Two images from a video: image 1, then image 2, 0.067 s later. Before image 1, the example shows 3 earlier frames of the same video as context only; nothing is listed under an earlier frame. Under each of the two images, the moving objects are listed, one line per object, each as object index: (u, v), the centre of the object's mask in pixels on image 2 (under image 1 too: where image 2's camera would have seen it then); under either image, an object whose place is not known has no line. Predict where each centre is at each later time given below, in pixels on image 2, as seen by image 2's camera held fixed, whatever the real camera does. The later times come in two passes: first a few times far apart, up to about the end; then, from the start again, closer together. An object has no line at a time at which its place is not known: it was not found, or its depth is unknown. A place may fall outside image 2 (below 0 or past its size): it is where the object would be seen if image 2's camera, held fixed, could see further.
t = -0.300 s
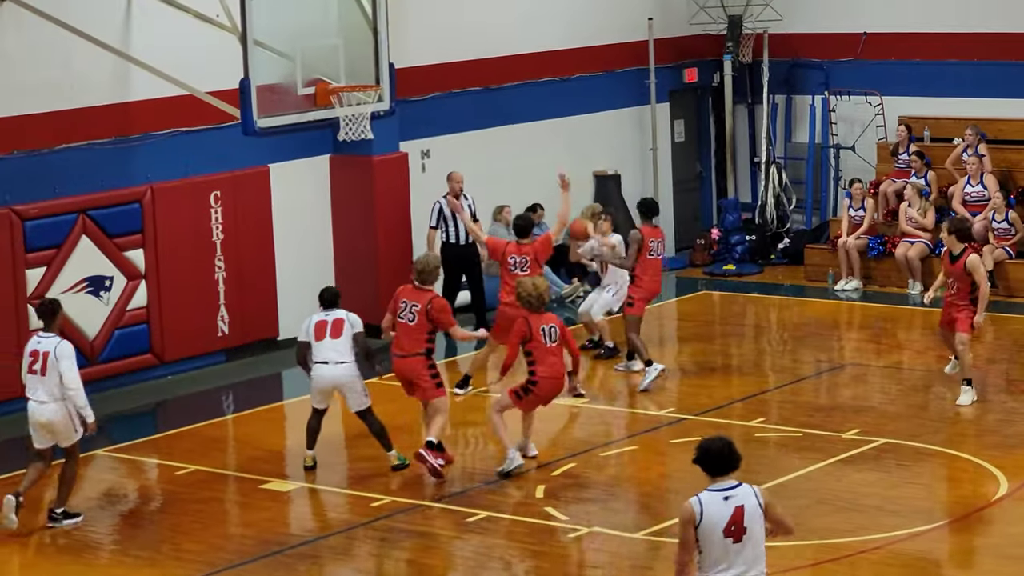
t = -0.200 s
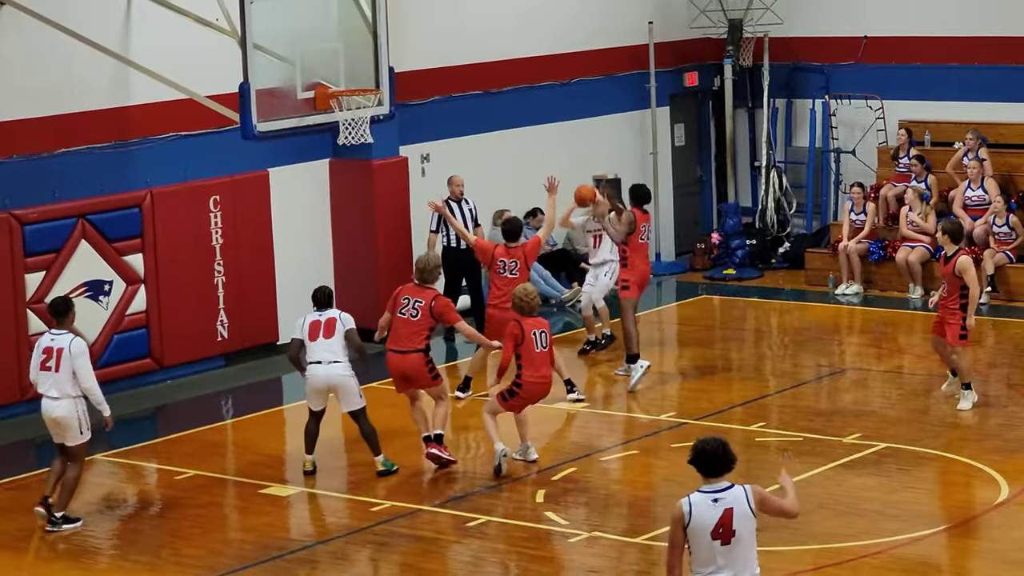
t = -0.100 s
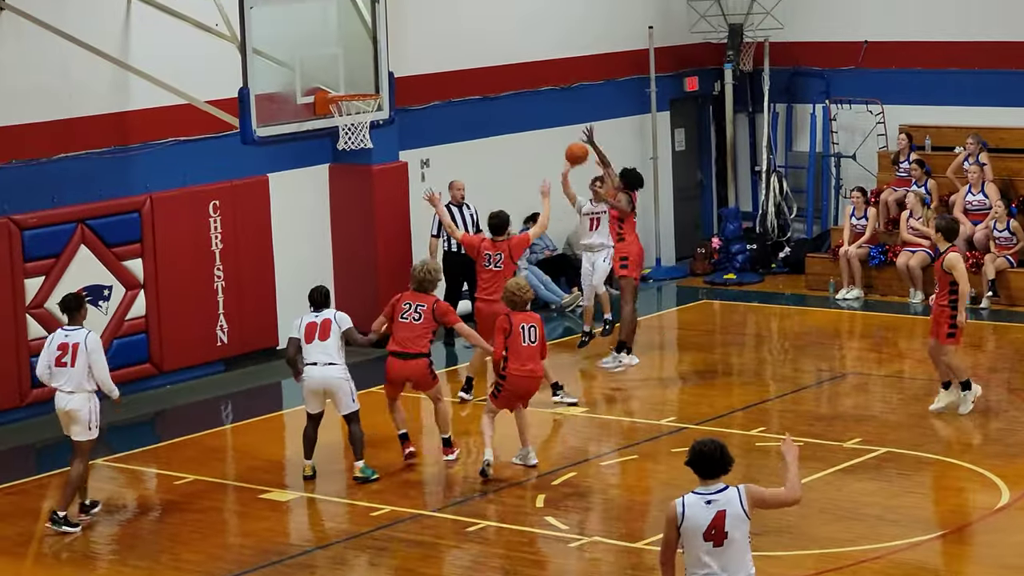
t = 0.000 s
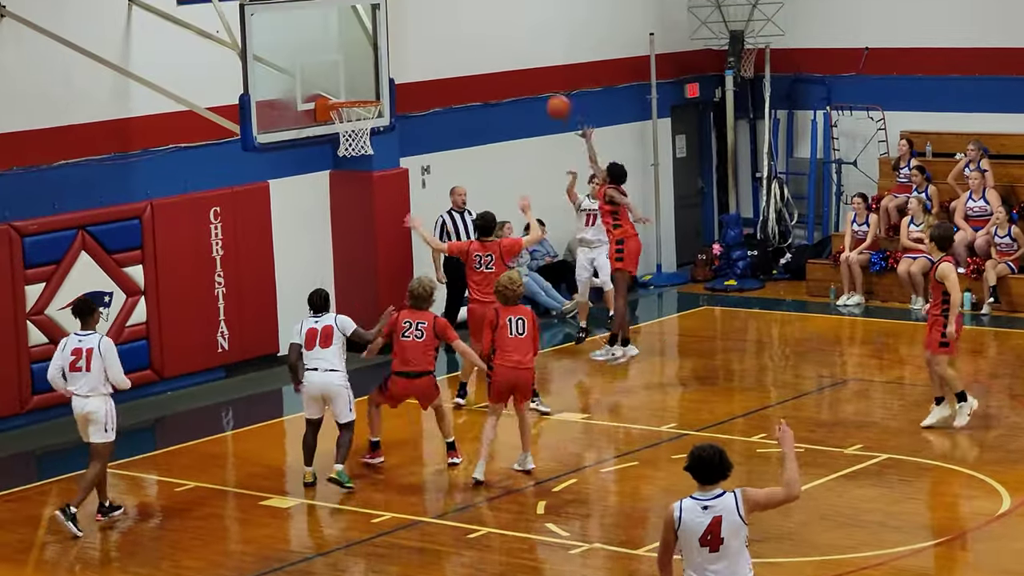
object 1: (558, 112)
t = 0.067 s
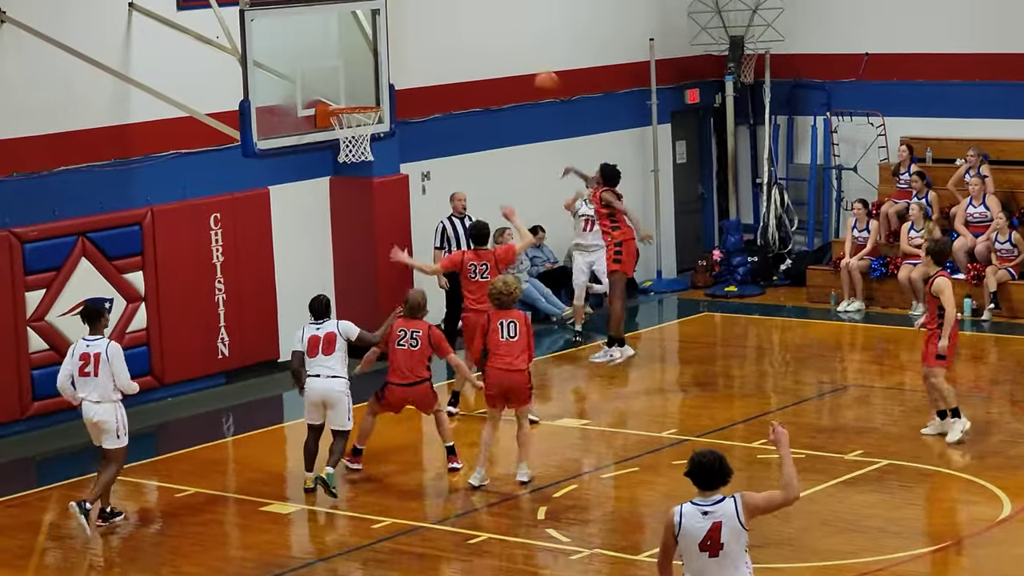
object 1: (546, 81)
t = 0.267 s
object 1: (509, 15)
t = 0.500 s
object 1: (466, -17)
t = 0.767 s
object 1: (418, 19)
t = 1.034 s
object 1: (399, 109)
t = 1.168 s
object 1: (443, 137)
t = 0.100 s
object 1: (540, 67)
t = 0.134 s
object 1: (534, 56)
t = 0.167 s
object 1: (528, 45)
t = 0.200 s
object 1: (521, 34)
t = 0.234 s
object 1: (515, 24)
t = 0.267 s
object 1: (509, 15)
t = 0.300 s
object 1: (503, 7)
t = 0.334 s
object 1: (497, 0)
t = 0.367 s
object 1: (491, -5)
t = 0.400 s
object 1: (485, -10)
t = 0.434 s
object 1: (479, -13)
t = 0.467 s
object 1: (472, -15)
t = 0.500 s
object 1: (466, -17)
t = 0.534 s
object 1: (460, -16)
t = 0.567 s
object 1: (454, -15)
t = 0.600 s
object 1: (448, -12)
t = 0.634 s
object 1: (442, -9)
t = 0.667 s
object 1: (436, -4)
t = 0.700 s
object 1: (430, 3)
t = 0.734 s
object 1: (424, 10)
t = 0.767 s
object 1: (418, 19)
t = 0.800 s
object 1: (412, 29)
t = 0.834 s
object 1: (406, 41)
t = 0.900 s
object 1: (395, 67)
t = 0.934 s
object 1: (389, 82)
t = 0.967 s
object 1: (383, 98)
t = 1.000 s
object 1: (389, 105)
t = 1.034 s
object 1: (399, 109)
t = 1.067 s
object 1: (409, 114)
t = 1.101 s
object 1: (421, 121)
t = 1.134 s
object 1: (433, 129)
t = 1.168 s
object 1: (443, 137)
